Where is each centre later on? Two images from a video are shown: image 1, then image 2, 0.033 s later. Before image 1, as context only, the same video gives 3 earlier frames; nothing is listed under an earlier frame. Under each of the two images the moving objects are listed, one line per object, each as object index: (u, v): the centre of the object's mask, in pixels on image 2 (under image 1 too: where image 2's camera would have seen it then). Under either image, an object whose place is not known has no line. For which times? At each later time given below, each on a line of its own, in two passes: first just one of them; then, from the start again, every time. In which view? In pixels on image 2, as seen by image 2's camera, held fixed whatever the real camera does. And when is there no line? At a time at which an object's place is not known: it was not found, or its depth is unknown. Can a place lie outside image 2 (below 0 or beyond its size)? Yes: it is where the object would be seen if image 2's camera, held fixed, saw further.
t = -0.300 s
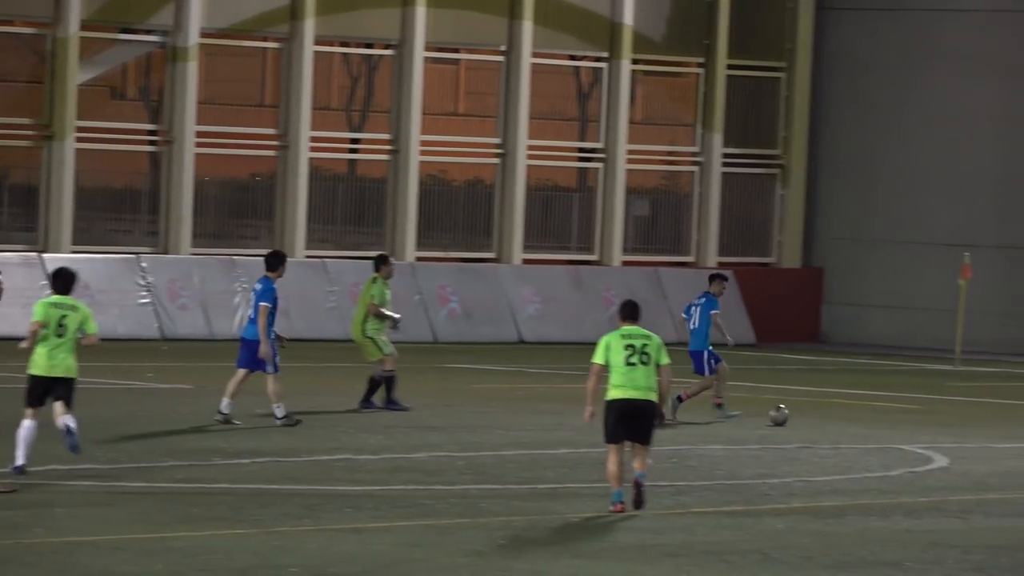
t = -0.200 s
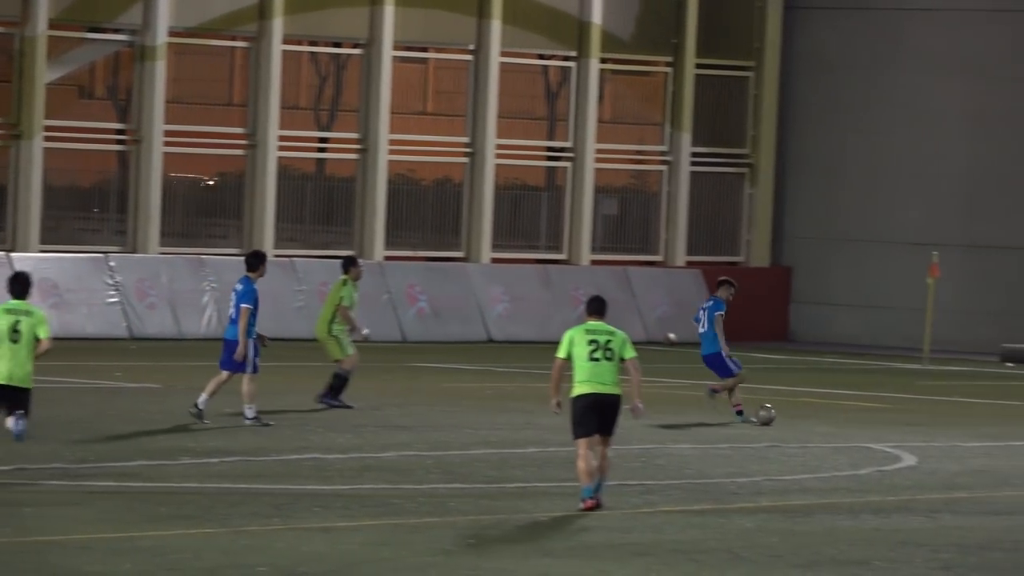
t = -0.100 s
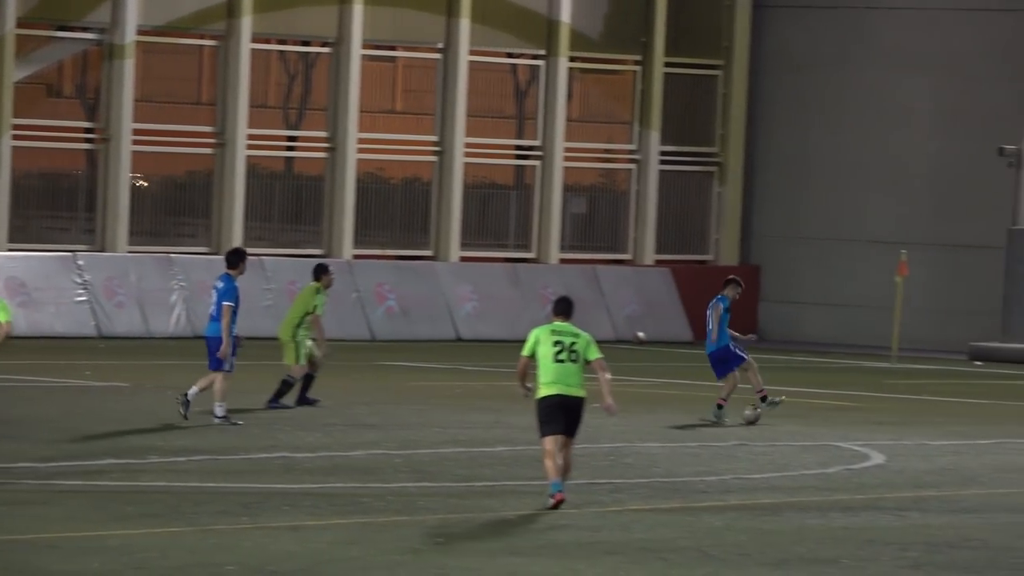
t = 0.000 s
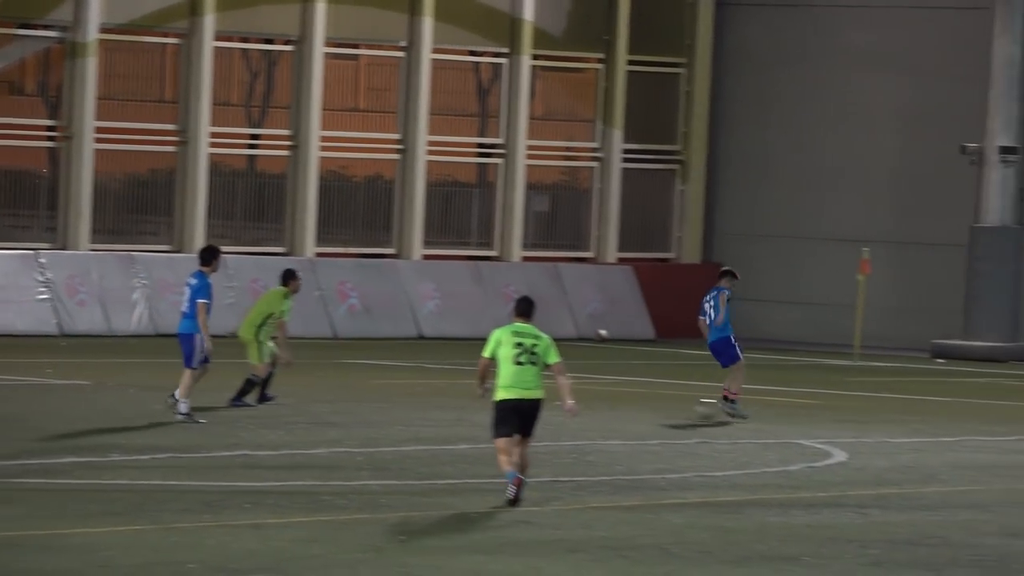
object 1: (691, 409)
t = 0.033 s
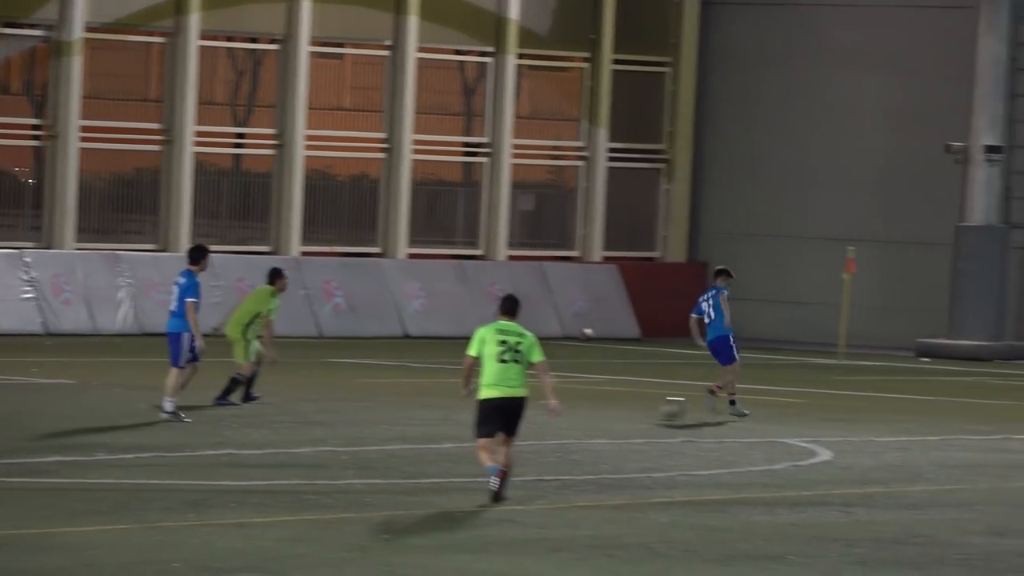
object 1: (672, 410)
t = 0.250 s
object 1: (565, 406)
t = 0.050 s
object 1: (664, 409)
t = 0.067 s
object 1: (655, 408)
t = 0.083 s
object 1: (644, 409)
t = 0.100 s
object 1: (636, 409)
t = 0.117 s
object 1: (628, 409)
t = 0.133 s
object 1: (620, 408)
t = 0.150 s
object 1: (611, 407)
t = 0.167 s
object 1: (604, 407)
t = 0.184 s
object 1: (596, 407)
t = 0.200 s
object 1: (588, 406)
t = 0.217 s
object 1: (579, 407)
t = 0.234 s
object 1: (573, 407)
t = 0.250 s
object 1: (565, 406)
